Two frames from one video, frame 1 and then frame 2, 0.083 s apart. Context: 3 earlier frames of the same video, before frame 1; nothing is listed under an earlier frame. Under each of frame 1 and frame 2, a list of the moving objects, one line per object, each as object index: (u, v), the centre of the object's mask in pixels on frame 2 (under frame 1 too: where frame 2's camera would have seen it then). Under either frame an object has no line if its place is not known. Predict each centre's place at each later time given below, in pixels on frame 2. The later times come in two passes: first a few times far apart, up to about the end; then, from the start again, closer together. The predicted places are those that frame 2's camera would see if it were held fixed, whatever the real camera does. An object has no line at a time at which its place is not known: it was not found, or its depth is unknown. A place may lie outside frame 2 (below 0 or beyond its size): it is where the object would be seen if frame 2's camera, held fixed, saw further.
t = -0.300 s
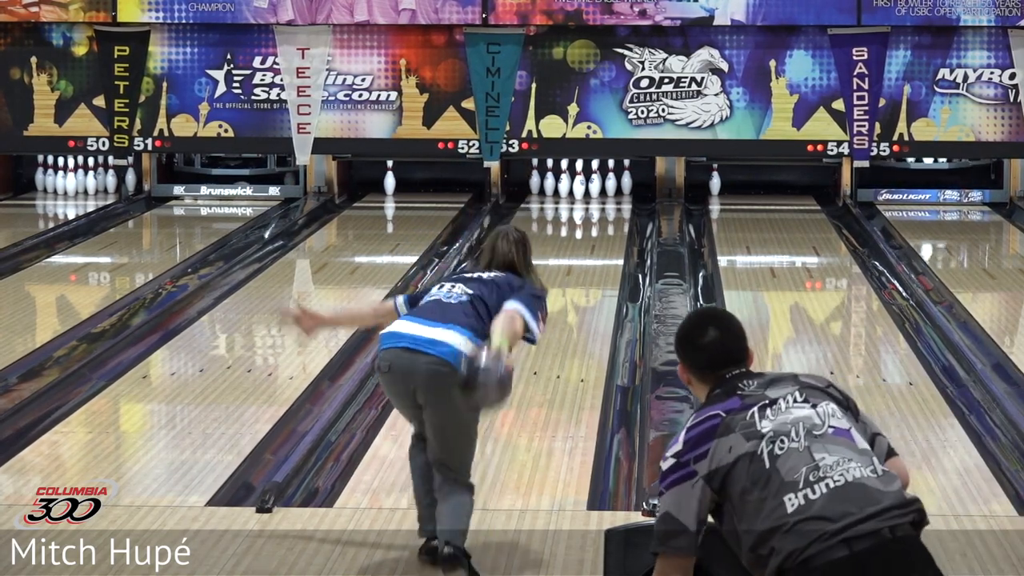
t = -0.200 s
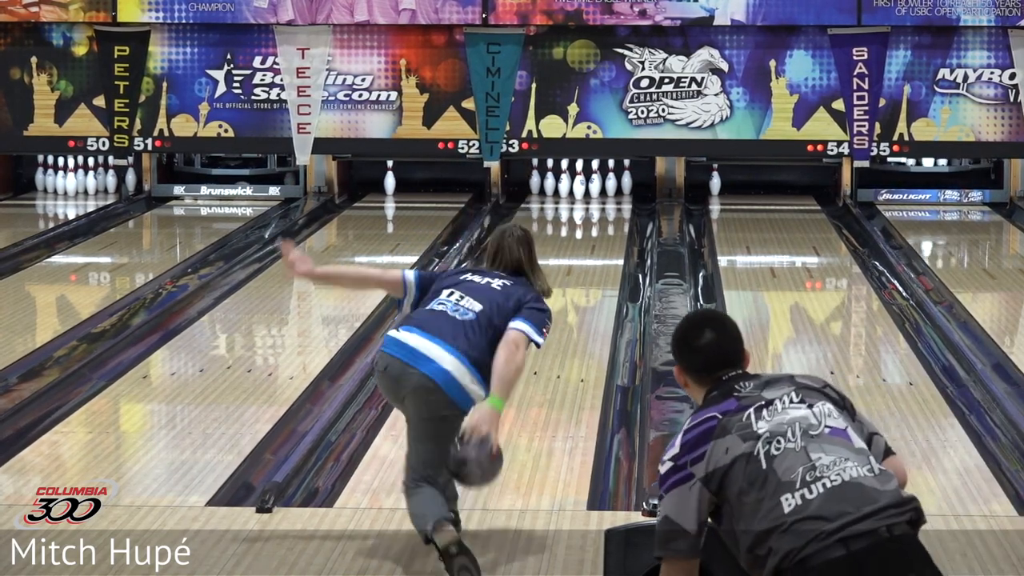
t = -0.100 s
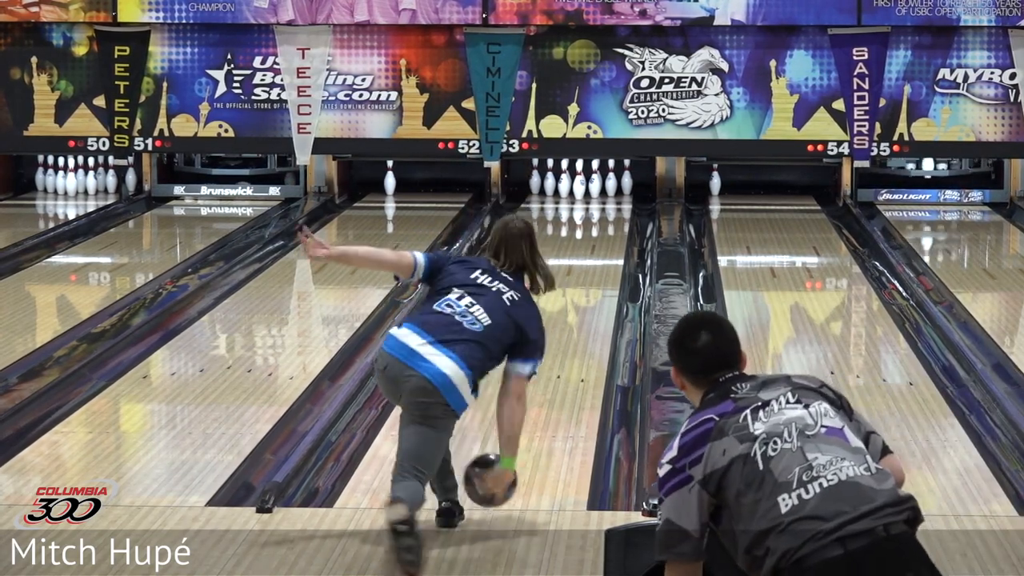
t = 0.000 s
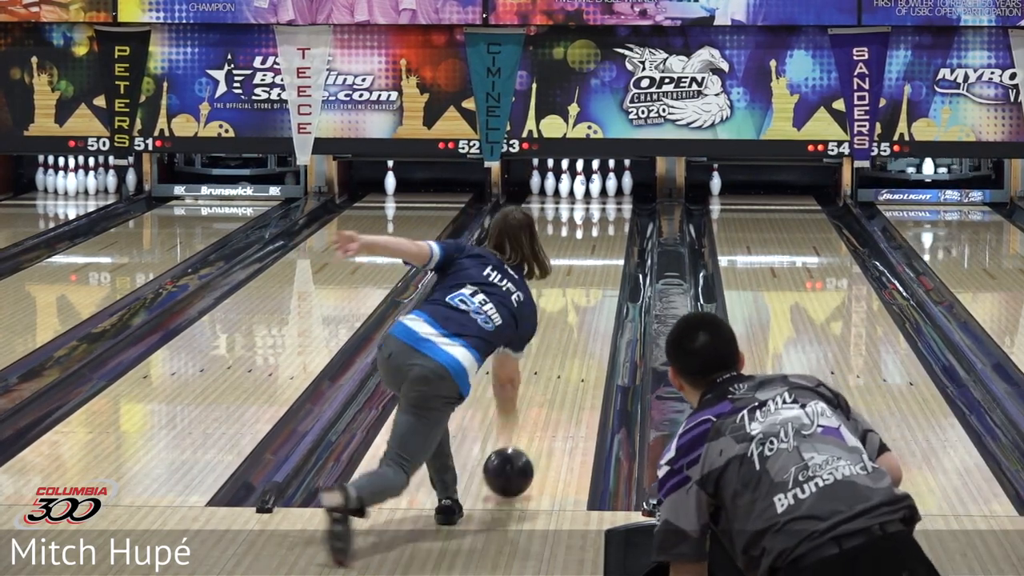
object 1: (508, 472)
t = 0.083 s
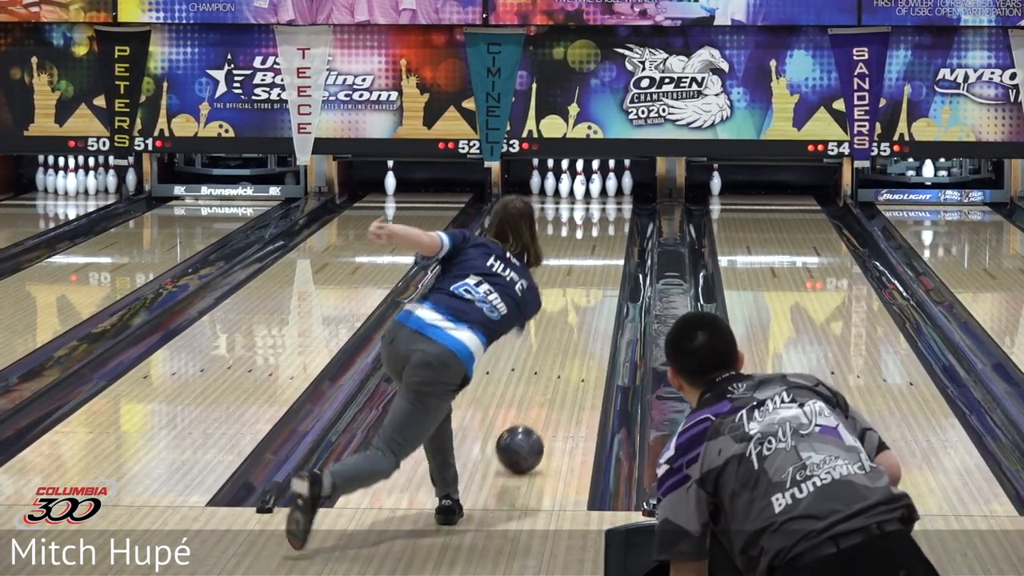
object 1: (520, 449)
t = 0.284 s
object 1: (542, 399)
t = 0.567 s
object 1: (566, 344)
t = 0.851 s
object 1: (583, 302)
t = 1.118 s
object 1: (595, 270)
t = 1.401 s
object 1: (603, 243)
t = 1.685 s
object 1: (606, 220)
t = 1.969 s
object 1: (598, 202)
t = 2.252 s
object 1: (582, 188)
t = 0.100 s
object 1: (522, 444)
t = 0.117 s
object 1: (524, 440)
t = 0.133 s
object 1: (526, 435)
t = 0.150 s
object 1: (528, 431)
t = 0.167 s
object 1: (530, 427)
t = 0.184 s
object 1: (531, 423)
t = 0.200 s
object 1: (534, 418)
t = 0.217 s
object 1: (535, 414)
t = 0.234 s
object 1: (537, 411)
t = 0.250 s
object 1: (539, 407)
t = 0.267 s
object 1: (541, 403)
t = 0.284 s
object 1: (542, 399)
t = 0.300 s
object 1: (544, 396)
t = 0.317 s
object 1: (546, 392)
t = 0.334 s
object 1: (547, 388)
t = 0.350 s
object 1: (549, 385)
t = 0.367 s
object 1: (550, 381)
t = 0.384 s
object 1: (552, 378)
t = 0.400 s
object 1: (553, 375)
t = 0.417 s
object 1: (555, 371)
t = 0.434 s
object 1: (556, 368)
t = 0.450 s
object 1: (557, 365)
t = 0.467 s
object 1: (558, 362)
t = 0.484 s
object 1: (560, 359)
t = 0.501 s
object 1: (561, 356)
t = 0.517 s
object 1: (562, 353)
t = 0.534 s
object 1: (564, 350)
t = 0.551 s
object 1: (565, 347)
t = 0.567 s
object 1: (566, 344)
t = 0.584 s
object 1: (567, 341)
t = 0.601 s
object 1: (568, 339)
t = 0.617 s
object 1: (570, 336)
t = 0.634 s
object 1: (571, 333)
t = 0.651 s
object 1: (572, 331)
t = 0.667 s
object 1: (573, 328)
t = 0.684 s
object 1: (574, 325)
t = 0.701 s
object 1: (575, 323)
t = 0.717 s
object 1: (576, 321)
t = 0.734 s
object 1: (577, 318)
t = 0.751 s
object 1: (578, 316)
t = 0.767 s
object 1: (579, 313)
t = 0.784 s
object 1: (580, 311)
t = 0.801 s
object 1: (581, 308)
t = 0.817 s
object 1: (581, 306)
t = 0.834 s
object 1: (582, 304)
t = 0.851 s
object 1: (583, 302)
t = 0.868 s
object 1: (584, 299)
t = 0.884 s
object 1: (585, 297)
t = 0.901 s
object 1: (585, 295)
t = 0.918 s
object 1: (586, 293)
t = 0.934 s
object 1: (587, 291)
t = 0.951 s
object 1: (588, 289)
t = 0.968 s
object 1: (589, 287)
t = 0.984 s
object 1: (590, 285)
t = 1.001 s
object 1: (590, 283)
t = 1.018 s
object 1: (591, 281)
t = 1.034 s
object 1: (592, 279)
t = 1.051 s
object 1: (592, 278)
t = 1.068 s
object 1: (593, 275)
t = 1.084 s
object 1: (594, 273)
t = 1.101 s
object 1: (594, 272)
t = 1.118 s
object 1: (595, 270)
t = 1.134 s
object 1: (596, 268)
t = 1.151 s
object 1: (596, 267)
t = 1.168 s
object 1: (597, 265)
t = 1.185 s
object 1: (597, 263)
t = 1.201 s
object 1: (598, 261)
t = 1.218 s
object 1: (598, 260)
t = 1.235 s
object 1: (599, 258)
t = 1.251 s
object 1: (600, 256)
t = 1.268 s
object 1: (600, 255)
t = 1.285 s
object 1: (600, 253)
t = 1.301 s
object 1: (601, 252)
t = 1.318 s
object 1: (601, 250)
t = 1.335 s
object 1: (602, 248)
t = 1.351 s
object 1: (602, 247)
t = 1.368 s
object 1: (603, 246)
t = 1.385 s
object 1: (603, 244)
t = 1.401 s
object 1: (603, 243)
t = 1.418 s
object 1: (604, 241)
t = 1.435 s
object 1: (604, 240)
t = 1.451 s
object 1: (604, 239)
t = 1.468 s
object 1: (604, 238)
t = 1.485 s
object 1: (605, 236)
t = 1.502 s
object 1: (605, 234)
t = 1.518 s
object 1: (605, 233)
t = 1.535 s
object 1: (606, 232)
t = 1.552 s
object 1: (606, 230)
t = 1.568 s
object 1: (606, 229)
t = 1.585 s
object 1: (606, 228)
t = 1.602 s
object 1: (606, 226)
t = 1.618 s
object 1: (606, 225)
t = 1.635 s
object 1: (606, 224)
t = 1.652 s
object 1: (606, 222)
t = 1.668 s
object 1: (606, 221)
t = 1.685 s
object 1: (606, 220)
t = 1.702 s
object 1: (606, 219)
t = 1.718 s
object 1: (606, 218)
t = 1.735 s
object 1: (605, 217)
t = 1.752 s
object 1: (605, 215)
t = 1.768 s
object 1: (605, 214)
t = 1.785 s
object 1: (604, 213)
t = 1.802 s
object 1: (604, 212)
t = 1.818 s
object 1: (604, 211)
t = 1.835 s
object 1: (603, 210)
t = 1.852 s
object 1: (603, 209)
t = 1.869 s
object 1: (603, 208)
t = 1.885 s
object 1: (602, 206)
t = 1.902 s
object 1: (601, 206)
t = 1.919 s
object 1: (601, 205)
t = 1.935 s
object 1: (600, 204)
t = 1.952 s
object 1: (599, 203)
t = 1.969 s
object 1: (598, 202)
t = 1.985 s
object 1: (597, 201)
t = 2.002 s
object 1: (596, 200)
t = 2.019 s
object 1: (596, 199)
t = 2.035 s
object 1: (595, 198)
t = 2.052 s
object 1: (594, 197)
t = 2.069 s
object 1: (593, 196)
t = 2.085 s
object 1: (593, 196)
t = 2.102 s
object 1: (592, 195)
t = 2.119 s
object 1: (593, 194)
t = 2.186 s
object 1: (578, 190)
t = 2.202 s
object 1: (578, 190)
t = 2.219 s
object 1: (579, 189)
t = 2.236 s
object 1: (581, 189)
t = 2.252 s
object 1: (582, 188)
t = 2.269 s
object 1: (582, 187)
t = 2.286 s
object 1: (583, 186)
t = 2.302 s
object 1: (581, 183)
